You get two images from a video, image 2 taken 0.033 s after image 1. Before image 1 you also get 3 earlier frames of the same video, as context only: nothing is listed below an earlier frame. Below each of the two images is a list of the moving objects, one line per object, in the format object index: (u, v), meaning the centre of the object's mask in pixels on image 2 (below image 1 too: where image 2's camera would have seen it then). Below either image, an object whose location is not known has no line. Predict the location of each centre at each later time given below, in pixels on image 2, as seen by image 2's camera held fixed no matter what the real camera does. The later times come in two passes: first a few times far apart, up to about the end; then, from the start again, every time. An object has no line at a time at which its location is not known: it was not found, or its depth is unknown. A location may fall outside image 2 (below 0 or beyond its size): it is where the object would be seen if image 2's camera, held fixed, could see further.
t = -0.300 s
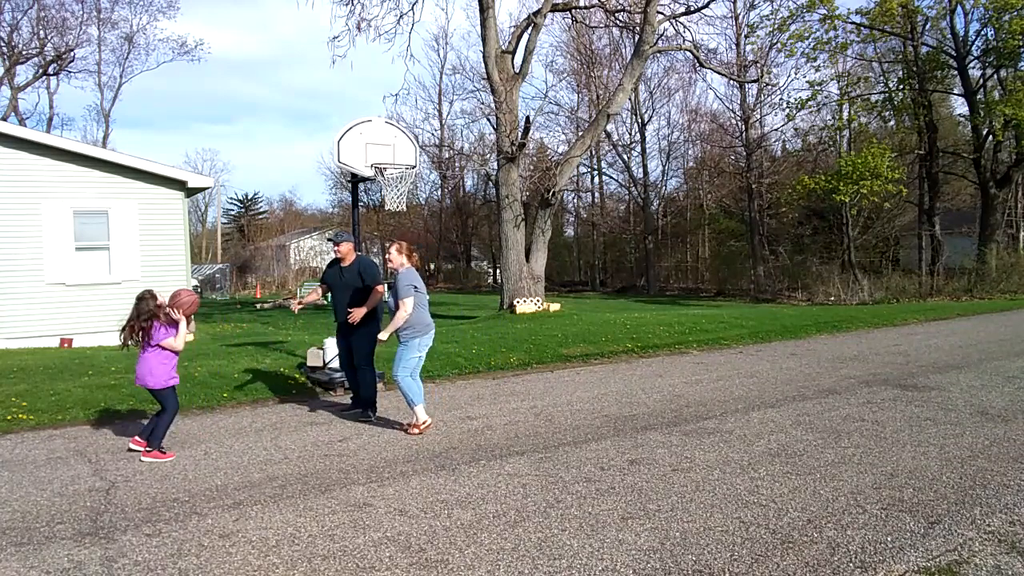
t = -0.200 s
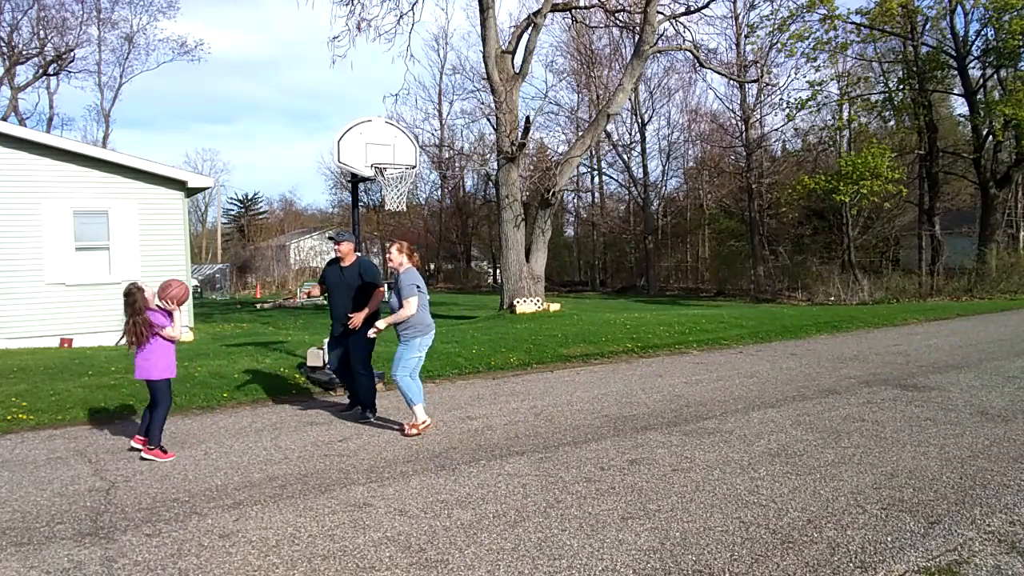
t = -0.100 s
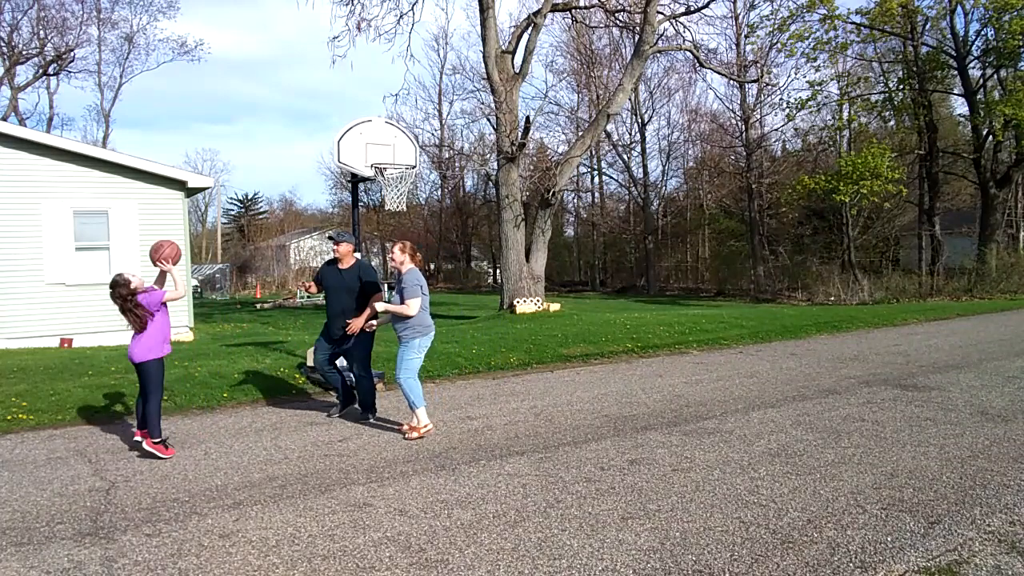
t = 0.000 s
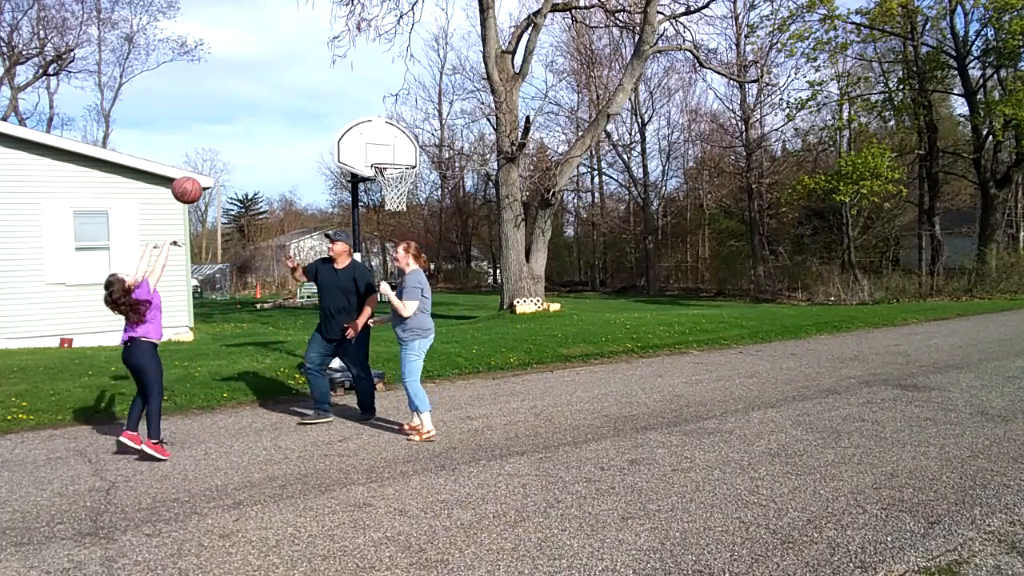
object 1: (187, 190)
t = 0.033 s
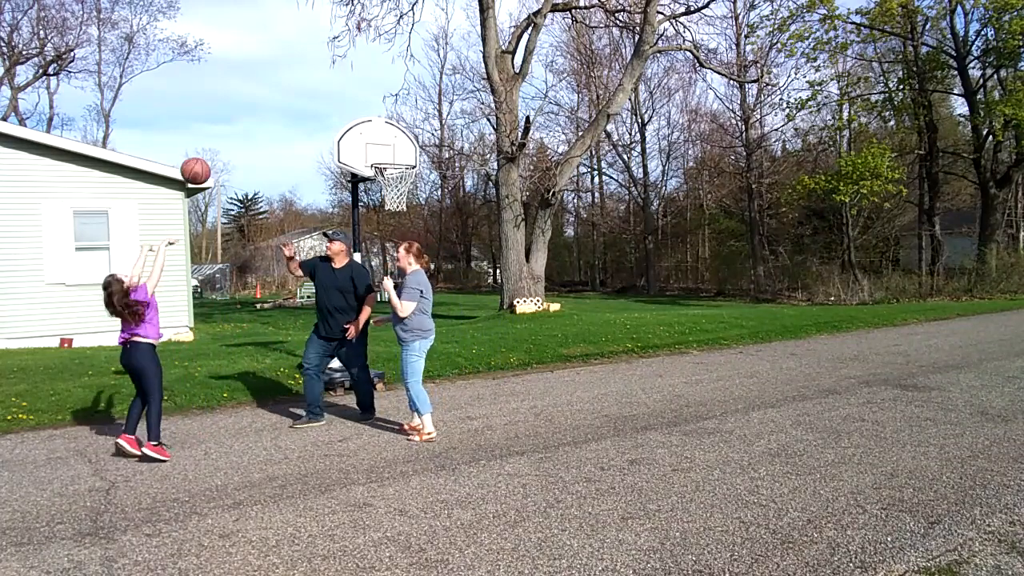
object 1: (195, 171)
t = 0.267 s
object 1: (252, 84)
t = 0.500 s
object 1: (302, 62)
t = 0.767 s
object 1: (354, 101)
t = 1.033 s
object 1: (399, 189)
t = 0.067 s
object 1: (204, 154)
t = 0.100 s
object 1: (212, 138)
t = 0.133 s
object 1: (220, 125)
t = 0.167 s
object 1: (228, 112)
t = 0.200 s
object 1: (236, 101)
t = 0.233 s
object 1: (244, 92)
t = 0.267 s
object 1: (252, 84)
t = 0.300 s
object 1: (259, 77)
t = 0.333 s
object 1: (267, 72)
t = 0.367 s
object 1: (274, 67)
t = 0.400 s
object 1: (281, 64)
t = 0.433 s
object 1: (288, 62)
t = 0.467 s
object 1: (295, 62)
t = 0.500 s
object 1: (302, 62)
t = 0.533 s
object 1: (309, 63)
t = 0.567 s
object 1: (316, 66)
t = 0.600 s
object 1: (322, 70)
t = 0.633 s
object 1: (329, 74)
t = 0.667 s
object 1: (335, 79)
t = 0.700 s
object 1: (341, 86)
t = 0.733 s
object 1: (348, 93)
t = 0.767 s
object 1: (354, 101)
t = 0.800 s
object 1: (360, 110)
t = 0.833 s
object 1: (365, 120)
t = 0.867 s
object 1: (371, 131)
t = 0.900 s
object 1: (377, 142)
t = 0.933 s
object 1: (383, 154)
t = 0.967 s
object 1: (389, 167)
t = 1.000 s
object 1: (394, 180)
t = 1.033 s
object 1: (399, 189)
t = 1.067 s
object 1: (400, 196)
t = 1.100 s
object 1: (404, 201)
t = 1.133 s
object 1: (406, 207)
